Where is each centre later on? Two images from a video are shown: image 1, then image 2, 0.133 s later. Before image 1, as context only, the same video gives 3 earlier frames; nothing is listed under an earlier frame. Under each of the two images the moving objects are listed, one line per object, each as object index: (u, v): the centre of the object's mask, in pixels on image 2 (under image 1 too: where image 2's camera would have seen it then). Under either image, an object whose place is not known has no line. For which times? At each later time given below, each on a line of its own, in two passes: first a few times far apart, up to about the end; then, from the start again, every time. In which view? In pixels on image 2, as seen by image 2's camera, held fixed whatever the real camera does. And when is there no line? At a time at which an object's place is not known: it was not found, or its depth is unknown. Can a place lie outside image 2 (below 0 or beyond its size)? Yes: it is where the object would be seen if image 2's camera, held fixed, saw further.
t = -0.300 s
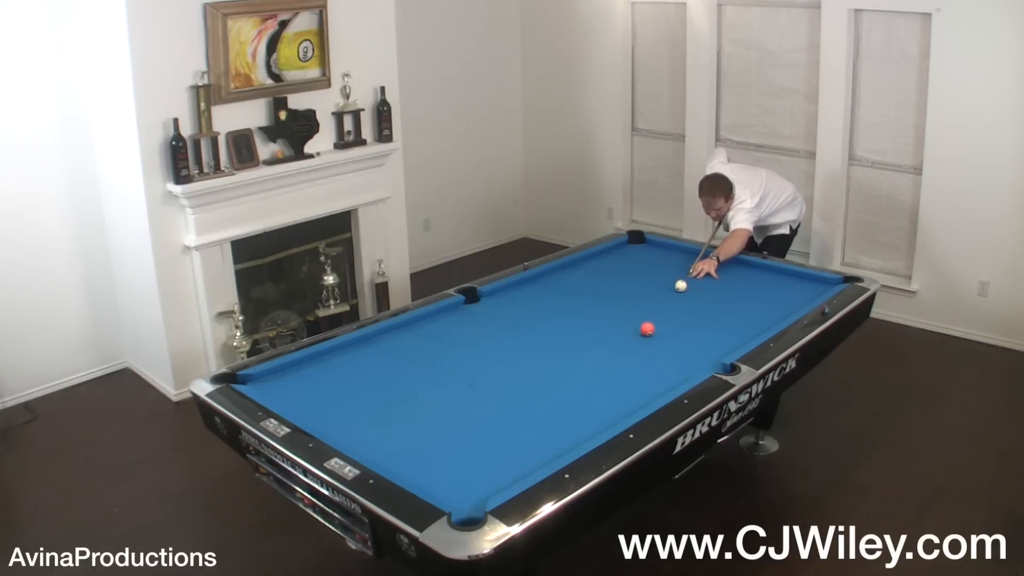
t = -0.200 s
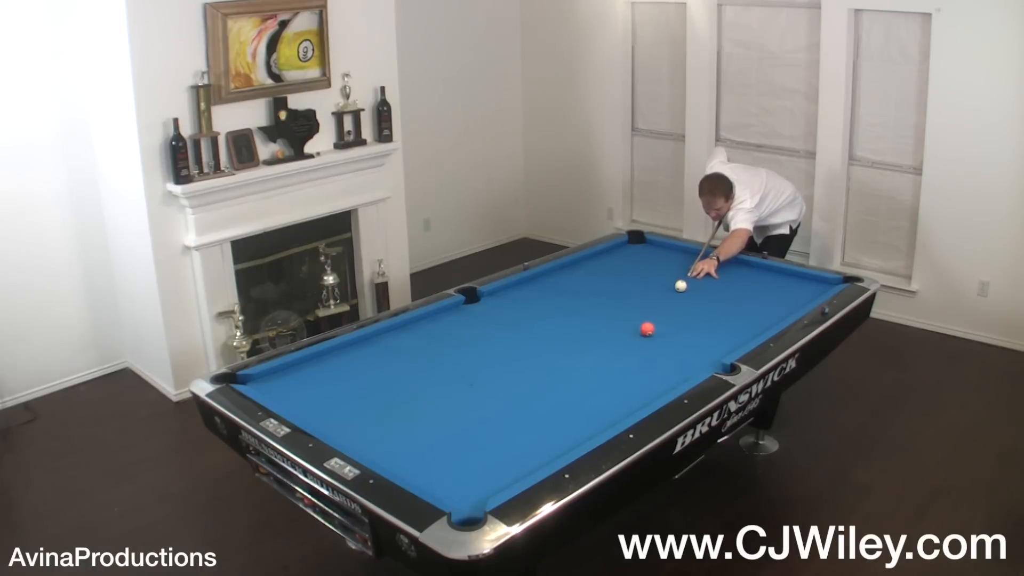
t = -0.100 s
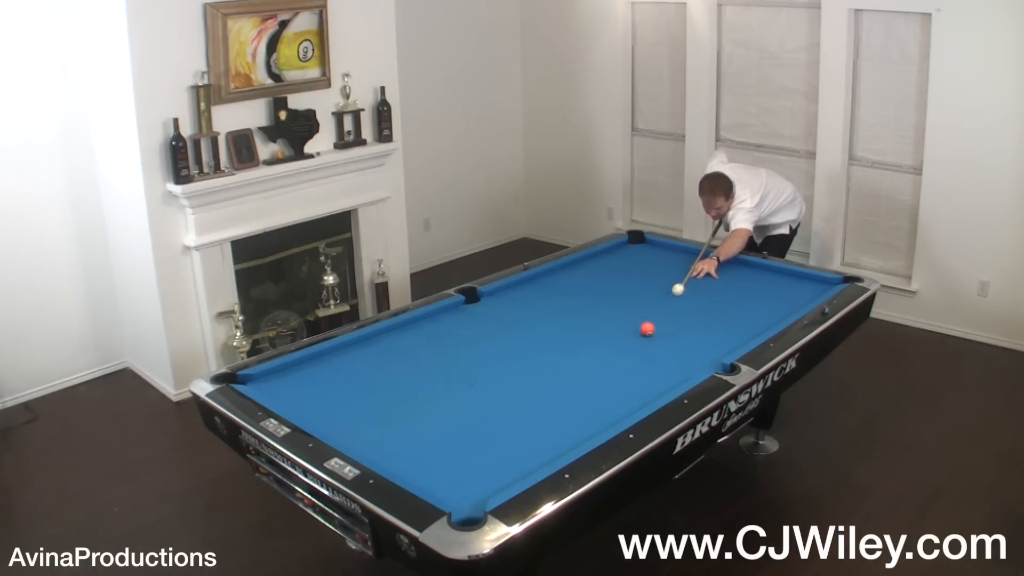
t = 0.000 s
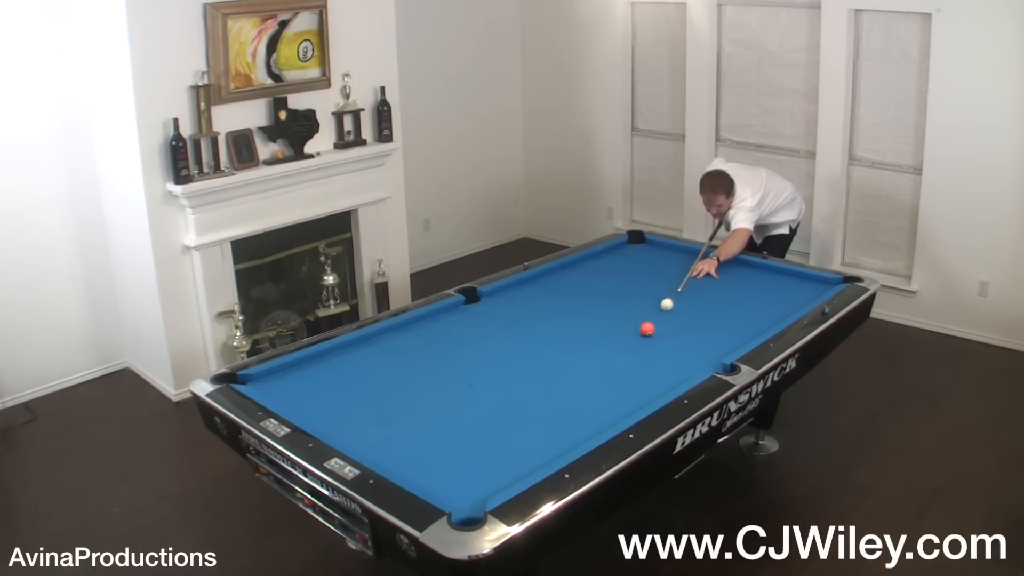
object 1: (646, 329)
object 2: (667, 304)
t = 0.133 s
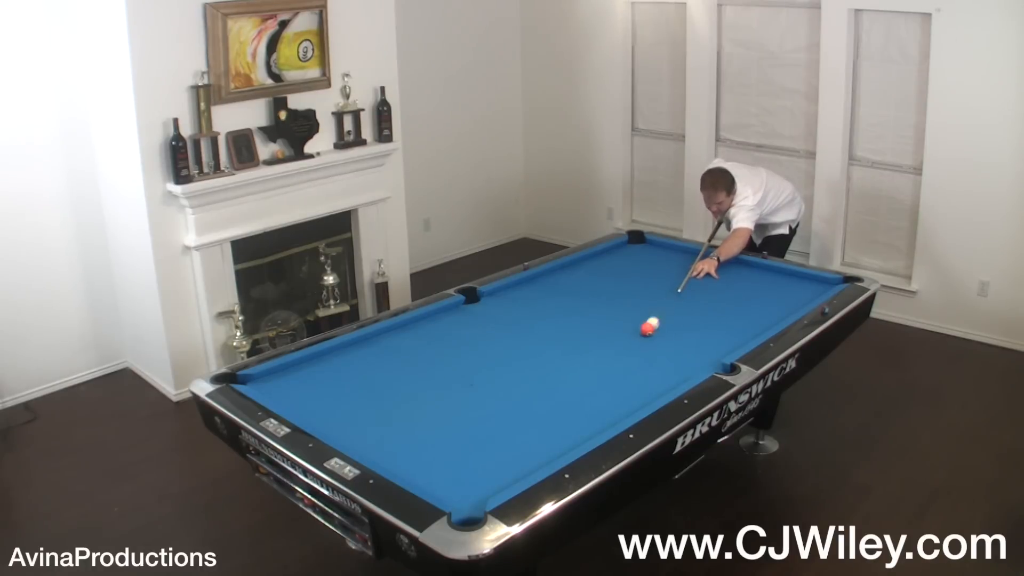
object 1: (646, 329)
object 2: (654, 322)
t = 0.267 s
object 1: (630, 345)
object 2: (654, 326)
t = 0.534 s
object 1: (600, 375)
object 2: (659, 328)
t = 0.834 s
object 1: (561, 411)
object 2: (663, 330)
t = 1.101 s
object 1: (522, 448)
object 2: (666, 332)
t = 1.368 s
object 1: (477, 489)
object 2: (669, 333)
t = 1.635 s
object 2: (670, 334)
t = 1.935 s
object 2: (671, 334)
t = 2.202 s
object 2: (671, 334)
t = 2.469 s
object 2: (671, 334)
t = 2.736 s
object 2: (671, 334)
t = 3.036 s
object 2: (671, 334)
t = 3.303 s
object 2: (671, 334)
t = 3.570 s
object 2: (671, 334)
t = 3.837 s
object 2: (671, 334)
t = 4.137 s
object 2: (671, 334)
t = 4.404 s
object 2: (671, 334)
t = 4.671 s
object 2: (671, 334)
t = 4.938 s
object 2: (671, 334)
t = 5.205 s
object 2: (671, 334)
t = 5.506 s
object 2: (671, 334)
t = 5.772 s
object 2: (671, 334)
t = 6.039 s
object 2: (671, 334)
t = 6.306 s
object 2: (671, 334)
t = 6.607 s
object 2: (671, 334)
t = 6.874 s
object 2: (671, 334)
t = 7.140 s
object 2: (671, 334)
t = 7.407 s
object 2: (671, 334)
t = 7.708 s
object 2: (671, 334)
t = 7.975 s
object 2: (671, 334)
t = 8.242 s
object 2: (671, 334)
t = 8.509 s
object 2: (671, 334)
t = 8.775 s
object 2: (671, 334)
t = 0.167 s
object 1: (643, 333)
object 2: (653, 324)
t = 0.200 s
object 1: (639, 337)
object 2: (653, 325)
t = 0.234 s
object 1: (634, 341)
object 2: (654, 325)
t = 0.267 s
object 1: (630, 345)
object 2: (654, 326)
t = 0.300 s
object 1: (626, 350)
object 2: (655, 326)
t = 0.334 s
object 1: (622, 353)
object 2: (655, 326)
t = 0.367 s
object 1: (619, 357)
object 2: (656, 327)
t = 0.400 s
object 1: (615, 360)
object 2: (657, 327)
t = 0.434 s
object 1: (611, 364)
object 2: (657, 327)
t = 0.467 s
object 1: (607, 367)
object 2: (658, 328)
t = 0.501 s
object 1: (603, 371)
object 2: (658, 328)
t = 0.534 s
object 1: (600, 375)
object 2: (659, 328)
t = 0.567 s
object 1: (595, 379)
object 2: (659, 328)
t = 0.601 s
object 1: (592, 383)
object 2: (660, 329)
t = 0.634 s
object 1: (587, 387)
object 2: (660, 329)
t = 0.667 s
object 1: (583, 390)
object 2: (661, 329)
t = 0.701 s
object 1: (579, 394)
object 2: (661, 329)
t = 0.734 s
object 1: (575, 399)
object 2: (662, 330)
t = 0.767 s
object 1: (570, 403)
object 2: (662, 330)
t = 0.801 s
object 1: (566, 407)
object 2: (663, 330)
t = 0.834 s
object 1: (561, 411)
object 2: (663, 330)
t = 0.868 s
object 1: (557, 416)
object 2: (663, 330)
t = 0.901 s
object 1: (552, 420)
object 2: (664, 331)
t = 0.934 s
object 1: (547, 424)
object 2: (664, 331)
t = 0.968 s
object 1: (542, 429)
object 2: (665, 331)
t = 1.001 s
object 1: (538, 434)
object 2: (665, 331)
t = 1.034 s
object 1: (532, 438)
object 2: (666, 331)
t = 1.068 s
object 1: (527, 443)
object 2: (666, 332)
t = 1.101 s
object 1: (522, 448)
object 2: (666, 332)
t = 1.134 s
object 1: (517, 453)
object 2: (667, 332)
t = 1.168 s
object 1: (512, 458)
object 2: (667, 332)
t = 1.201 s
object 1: (506, 463)
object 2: (667, 332)
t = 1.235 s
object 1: (500, 468)
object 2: (667, 332)
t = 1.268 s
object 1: (495, 473)
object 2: (668, 333)
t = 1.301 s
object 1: (489, 478)
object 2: (668, 333)
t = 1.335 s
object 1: (483, 483)
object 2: (668, 333)
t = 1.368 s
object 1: (477, 489)
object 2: (669, 333)
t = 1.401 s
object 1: (471, 494)
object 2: (669, 333)
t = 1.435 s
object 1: (465, 500)
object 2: (669, 333)
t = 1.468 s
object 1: (459, 505)
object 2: (669, 333)
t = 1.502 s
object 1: (463, 509)
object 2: (669, 333)
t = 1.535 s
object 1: (469, 514)
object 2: (670, 333)
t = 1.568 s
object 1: (473, 519)
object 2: (670, 333)
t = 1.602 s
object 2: (670, 333)
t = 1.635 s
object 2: (670, 334)
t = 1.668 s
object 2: (670, 334)
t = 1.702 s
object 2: (670, 334)
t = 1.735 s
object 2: (670, 334)
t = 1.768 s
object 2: (671, 334)
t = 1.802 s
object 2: (671, 334)
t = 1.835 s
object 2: (671, 334)
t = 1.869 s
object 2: (671, 334)
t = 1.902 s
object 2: (671, 334)
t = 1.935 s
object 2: (671, 334)
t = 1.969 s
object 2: (671, 334)
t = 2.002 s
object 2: (671, 334)
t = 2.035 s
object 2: (671, 334)
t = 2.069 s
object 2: (671, 334)
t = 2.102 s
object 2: (671, 334)
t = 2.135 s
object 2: (671, 334)
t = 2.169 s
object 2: (671, 334)
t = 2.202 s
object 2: (671, 334)
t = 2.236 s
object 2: (671, 334)
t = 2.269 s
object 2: (671, 334)
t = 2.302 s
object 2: (671, 334)
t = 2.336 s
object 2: (671, 334)
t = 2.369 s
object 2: (671, 334)
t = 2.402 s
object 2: (671, 334)
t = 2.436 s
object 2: (671, 334)
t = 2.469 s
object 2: (671, 334)
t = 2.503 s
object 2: (671, 334)
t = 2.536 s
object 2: (671, 334)
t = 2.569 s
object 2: (671, 334)
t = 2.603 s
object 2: (671, 334)
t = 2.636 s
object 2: (671, 334)
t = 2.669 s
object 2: (671, 334)
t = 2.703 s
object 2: (671, 334)
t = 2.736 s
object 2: (671, 334)
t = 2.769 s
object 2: (671, 334)
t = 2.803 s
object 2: (671, 334)
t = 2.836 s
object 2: (671, 334)
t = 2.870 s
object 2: (671, 334)
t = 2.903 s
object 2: (671, 334)
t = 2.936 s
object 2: (671, 334)
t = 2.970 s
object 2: (671, 334)
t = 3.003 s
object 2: (671, 334)
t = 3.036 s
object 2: (671, 334)
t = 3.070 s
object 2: (671, 334)
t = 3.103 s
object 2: (671, 334)
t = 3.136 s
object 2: (671, 334)
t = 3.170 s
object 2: (671, 334)
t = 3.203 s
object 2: (671, 334)
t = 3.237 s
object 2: (671, 334)
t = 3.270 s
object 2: (671, 334)
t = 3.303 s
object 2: (671, 334)
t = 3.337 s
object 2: (671, 334)
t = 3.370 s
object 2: (671, 334)
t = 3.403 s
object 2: (671, 334)
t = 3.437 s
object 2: (671, 334)
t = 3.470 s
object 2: (671, 334)
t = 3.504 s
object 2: (671, 334)
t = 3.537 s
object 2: (671, 334)
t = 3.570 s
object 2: (671, 334)
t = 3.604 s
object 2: (671, 334)
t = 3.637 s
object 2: (671, 334)
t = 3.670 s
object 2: (671, 334)
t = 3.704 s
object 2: (671, 334)
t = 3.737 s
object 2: (671, 334)
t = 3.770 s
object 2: (671, 334)
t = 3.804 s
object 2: (671, 334)
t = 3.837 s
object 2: (671, 334)
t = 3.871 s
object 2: (671, 334)
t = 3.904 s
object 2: (671, 334)
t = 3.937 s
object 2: (671, 334)
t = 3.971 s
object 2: (671, 334)
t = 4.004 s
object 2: (671, 334)
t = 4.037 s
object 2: (671, 334)
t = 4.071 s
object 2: (671, 334)
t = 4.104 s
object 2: (671, 334)
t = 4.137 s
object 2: (671, 334)
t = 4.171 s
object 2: (671, 334)
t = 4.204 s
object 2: (671, 334)
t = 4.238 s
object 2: (671, 334)
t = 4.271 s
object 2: (671, 334)
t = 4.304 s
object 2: (671, 334)
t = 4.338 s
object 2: (671, 334)
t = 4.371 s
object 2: (671, 334)
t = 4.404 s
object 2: (671, 334)
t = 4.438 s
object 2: (671, 334)
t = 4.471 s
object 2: (671, 334)
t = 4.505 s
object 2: (671, 334)
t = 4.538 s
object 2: (671, 334)
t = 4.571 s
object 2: (671, 334)
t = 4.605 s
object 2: (671, 334)
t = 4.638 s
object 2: (671, 334)
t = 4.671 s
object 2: (671, 334)
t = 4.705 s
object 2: (671, 334)
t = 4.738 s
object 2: (671, 334)
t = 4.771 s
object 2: (671, 334)
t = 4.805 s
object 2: (671, 334)
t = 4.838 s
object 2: (671, 334)
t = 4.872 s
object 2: (671, 334)
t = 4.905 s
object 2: (671, 334)
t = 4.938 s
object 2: (671, 334)
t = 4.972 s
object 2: (671, 334)
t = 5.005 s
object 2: (671, 334)
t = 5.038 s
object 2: (671, 334)
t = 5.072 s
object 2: (671, 334)
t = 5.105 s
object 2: (671, 334)
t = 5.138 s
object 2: (671, 334)
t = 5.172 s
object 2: (671, 334)
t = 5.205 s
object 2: (671, 334)
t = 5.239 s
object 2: (671, 334)
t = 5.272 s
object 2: (671, 334)
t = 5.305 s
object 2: (671, 334)
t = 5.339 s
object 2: (671, 334)
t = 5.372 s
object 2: (671, 334)
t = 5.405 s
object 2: (671, 334)
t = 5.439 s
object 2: (671, 334)
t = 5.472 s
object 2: (671, 334)
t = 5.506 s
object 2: (671, 334)
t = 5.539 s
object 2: (671, 334)
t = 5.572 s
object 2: (671, 334)
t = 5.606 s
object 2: (671, 334)
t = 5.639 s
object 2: (671, 334)
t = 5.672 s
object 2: (671, 334)
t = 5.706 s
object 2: (671, 334)
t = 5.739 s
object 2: (671, 334)
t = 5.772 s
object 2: (671, 334)
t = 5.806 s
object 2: (671, 334)
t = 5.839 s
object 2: (671, 334)
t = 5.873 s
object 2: (671, 334)
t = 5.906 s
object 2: (671, 334)
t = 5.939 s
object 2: (671, 334)
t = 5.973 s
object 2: (671, 334)
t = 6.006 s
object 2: (671, 334)
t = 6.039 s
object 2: (671, 334)
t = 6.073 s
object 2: (671, 334)
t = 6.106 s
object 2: (671, 334)
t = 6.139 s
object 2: (671, 334)
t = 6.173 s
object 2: (671, 334)
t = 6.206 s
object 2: (671, 334)
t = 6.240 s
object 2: (671, 334)
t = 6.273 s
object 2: (671, 334)
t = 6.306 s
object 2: (671, 334)
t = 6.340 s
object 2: (671, 334)
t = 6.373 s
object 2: (671, 334)
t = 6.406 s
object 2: (671, 334)
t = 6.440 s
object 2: (671, 334)
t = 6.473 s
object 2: (671, 334)
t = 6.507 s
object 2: (671, 334)
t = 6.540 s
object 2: (671, 334)
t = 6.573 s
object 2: (671, 334)
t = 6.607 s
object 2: (671, 334)
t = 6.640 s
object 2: (671, 334)
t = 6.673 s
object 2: (671, 334)
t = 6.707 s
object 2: (671, 334)
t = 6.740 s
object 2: (671, 334)
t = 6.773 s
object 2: (671, 334)
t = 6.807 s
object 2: (671, 334)
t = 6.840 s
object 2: (671, 334)
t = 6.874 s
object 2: (671, 334)
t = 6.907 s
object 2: (671, 334)
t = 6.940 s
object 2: (671, 334)
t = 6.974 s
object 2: (671, 334)
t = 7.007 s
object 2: (671, 334)
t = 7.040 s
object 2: (671, 334)
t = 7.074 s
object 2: (671, 334)
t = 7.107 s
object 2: (671, 334)
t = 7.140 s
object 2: (671, 334)
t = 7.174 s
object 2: (671, 334)
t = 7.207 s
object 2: (671, 334)
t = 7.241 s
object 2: (671, 334)
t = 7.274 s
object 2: (671, 334)
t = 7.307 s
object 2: (671, 334)
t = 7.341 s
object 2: (671, 334)
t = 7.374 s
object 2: (671, 334)
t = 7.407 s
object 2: (671, 334)
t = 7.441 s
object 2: (671, 334)
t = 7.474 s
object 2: (671, 334)
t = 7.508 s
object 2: (671, 334)
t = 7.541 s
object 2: (671, 334)
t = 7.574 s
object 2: (671, 334)
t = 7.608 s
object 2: (671, 334)
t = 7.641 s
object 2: (671, 334)
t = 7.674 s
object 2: (671, 334)
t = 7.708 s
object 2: (671, 334)
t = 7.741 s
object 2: (671, 334)
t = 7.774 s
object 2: (671, 334)
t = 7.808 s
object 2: (671, 334)
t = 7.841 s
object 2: (671, 334)
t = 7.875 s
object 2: (671, 334)
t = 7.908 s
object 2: (671, 334)
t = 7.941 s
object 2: (671, 334)
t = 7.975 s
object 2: (671, 334)
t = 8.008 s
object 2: (671, 334)
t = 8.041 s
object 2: (671, 334)
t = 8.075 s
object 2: (671, 334)
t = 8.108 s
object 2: (671, 334)
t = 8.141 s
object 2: (671, 334)
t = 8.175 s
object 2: (671, 334)
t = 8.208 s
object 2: (671, 334)
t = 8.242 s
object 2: (671, 334)
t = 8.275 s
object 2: (671, 334)
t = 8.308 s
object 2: (671, 334)
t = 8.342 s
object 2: (671, 334)
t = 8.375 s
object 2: (671, 334)
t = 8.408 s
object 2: (671, 334)
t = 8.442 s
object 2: (671, 334)
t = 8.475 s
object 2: (671, 334)
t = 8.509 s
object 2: (671, 334)
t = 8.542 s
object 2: (671, 334)
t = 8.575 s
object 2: (671, 334)
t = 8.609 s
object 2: (671, 334)
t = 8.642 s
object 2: (671, 334)
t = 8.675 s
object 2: (671, 334)
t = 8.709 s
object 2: (671, 334)
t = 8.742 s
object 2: (671, 334)
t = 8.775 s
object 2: (671, 334)
